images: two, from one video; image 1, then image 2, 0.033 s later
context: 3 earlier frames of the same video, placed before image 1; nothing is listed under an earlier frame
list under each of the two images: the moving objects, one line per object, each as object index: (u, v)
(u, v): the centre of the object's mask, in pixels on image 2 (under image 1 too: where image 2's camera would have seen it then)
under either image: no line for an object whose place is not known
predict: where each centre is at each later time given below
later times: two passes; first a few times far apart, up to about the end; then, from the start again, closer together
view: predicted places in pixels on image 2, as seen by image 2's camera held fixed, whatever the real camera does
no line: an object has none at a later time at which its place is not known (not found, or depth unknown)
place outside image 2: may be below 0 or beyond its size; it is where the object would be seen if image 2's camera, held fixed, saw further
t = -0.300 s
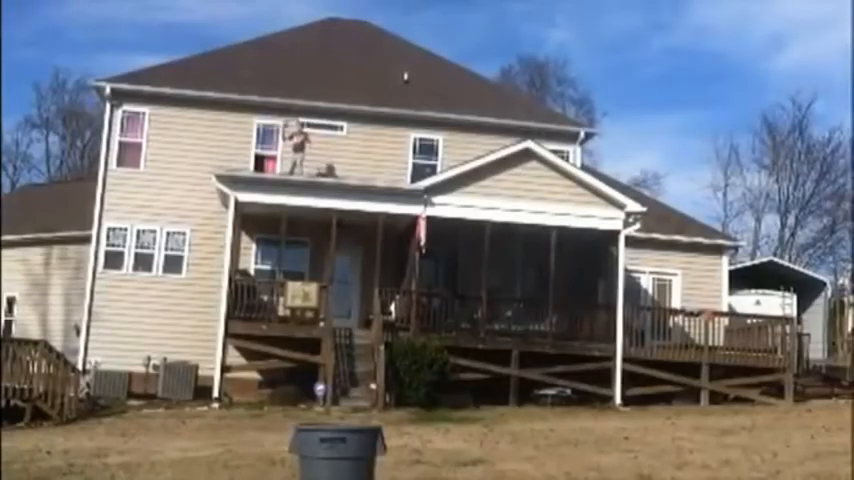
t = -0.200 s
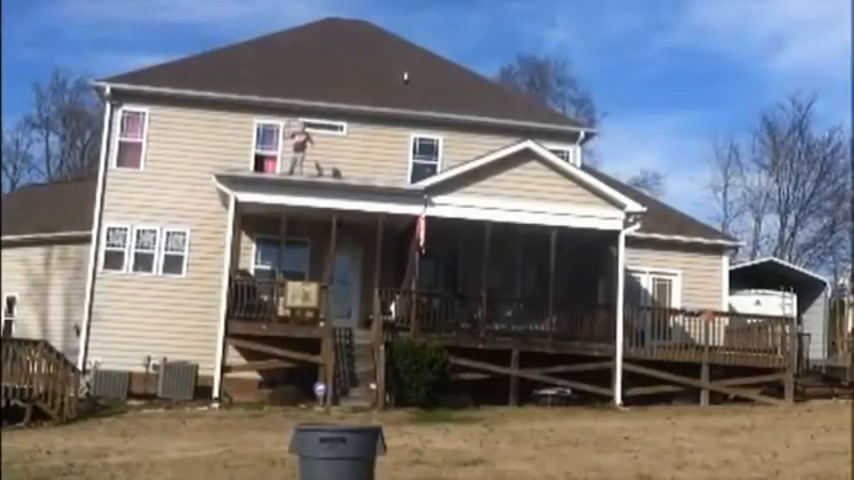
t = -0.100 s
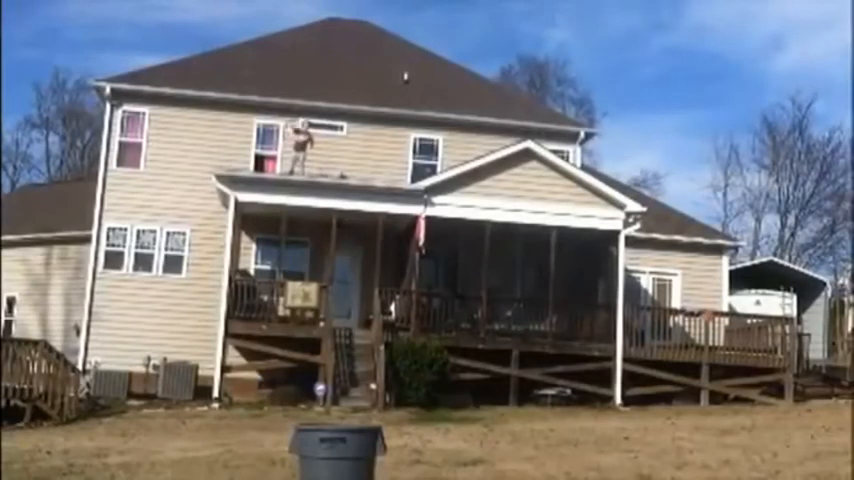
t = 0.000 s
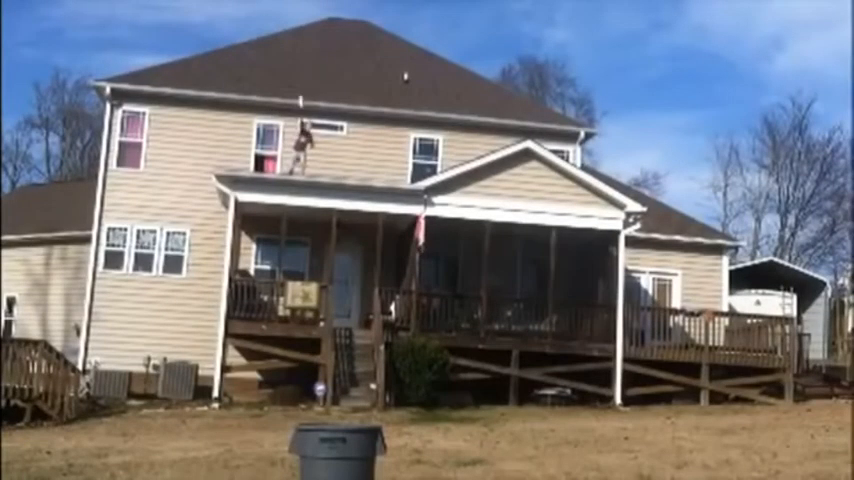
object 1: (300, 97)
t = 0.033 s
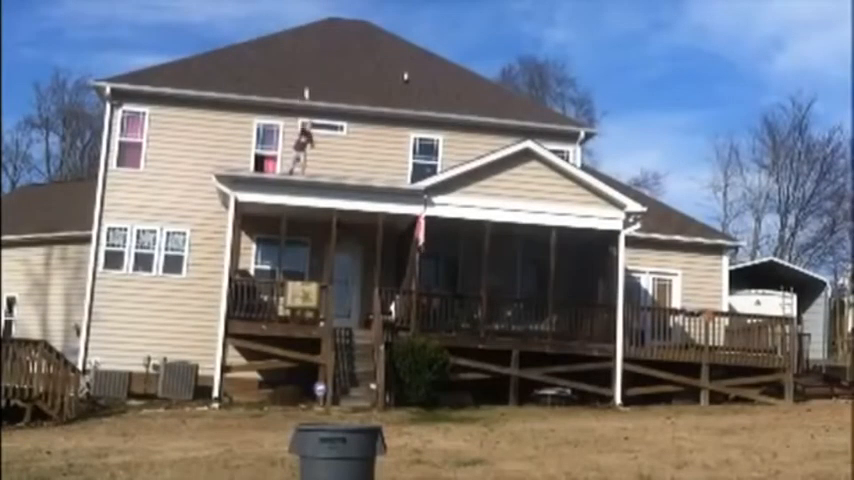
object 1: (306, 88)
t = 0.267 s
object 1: (337, 46)
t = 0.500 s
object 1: (353, 23)
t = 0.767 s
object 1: (369, 30)
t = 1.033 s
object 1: (375, 105)
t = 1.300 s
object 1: (372, 282)
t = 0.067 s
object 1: (312, 80)
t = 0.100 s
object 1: (317, 73)
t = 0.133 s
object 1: (322, 67)
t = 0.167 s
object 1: (326, 61)
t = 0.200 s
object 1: (330, 55)
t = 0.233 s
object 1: (333, 50)
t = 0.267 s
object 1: (337, 46)
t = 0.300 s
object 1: (340, 41)
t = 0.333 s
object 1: (342, 37)
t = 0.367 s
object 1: (344, 33)
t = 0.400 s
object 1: (348, 30)
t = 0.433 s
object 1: (350, 26)
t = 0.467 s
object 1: (352, 23)
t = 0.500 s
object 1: (353, 23)
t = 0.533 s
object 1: (355, 23)
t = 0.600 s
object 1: (358, 23)
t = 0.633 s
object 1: (361, 23)
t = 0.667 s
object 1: (362, 24)
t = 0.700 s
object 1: (364, 25)
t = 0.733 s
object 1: (366, 28)
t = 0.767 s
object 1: (369, 30)
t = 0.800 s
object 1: (370, 35)
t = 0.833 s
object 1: (370, 44)
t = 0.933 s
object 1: (374, 66)
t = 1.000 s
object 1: (375, 88)
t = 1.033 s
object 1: (375, 105)
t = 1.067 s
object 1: (376, 120)
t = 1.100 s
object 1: (376, 139)
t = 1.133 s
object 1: (376, 158)
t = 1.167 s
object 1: (376, 178)
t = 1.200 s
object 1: (375, 200)
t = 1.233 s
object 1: (375, 225)
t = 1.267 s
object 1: (374, 252)
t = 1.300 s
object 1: (372, 282)
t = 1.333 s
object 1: (370, 317)
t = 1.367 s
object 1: (367, 355)
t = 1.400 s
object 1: (365, 395)
